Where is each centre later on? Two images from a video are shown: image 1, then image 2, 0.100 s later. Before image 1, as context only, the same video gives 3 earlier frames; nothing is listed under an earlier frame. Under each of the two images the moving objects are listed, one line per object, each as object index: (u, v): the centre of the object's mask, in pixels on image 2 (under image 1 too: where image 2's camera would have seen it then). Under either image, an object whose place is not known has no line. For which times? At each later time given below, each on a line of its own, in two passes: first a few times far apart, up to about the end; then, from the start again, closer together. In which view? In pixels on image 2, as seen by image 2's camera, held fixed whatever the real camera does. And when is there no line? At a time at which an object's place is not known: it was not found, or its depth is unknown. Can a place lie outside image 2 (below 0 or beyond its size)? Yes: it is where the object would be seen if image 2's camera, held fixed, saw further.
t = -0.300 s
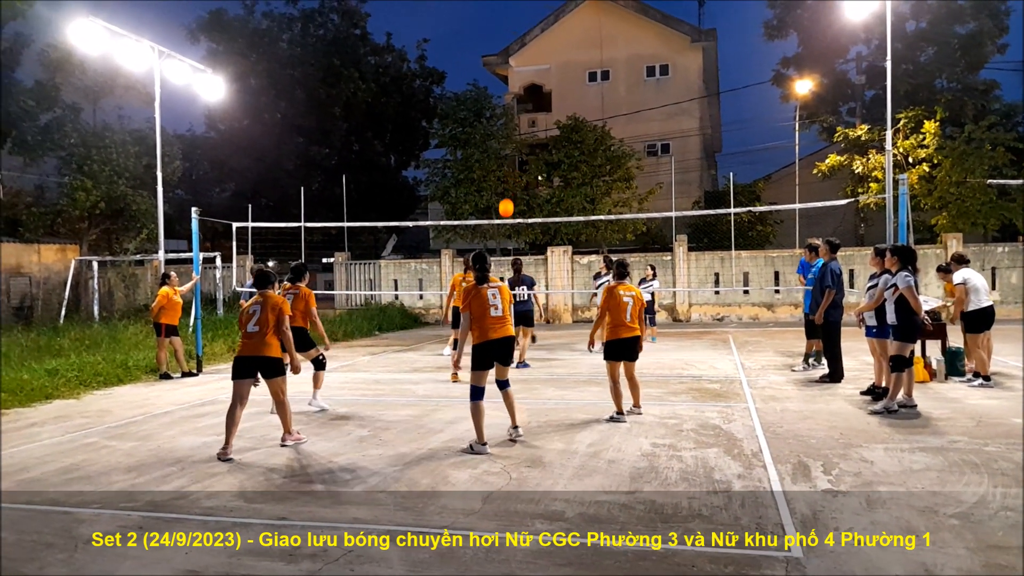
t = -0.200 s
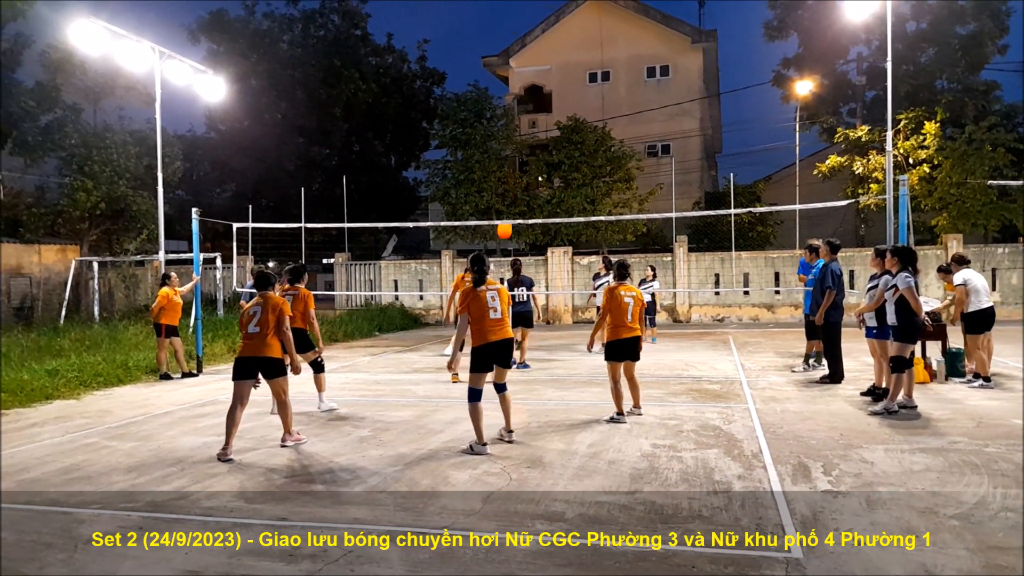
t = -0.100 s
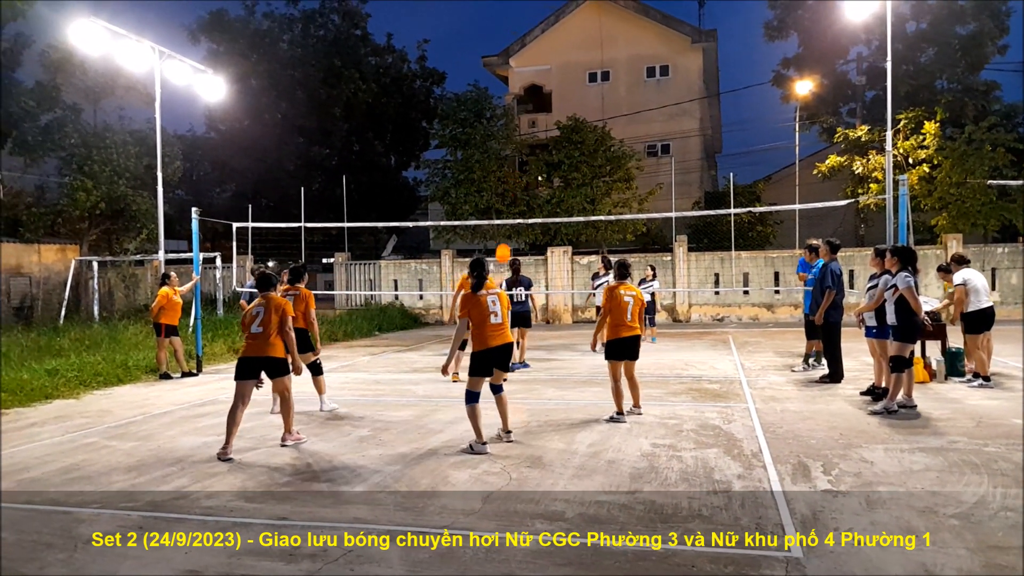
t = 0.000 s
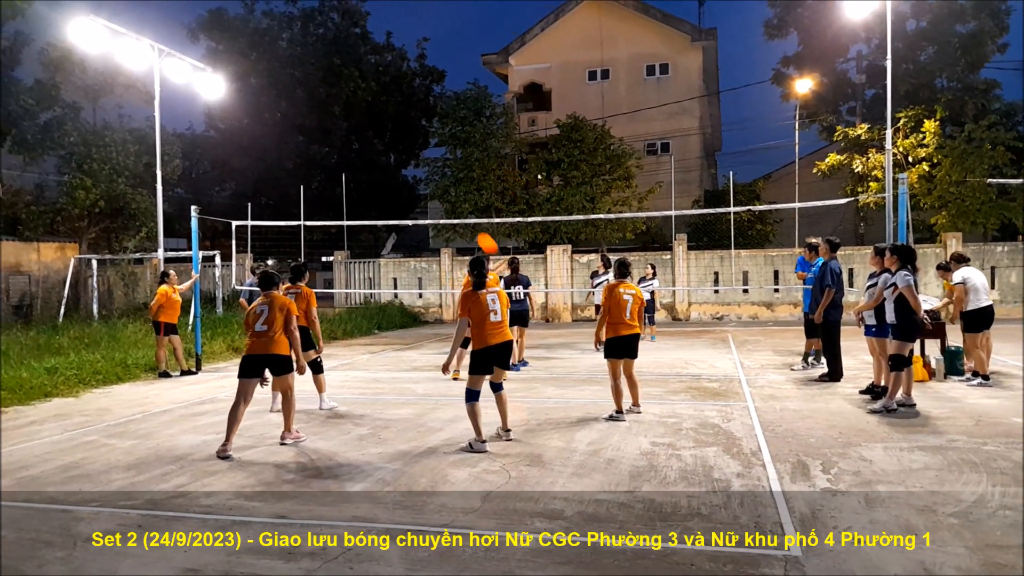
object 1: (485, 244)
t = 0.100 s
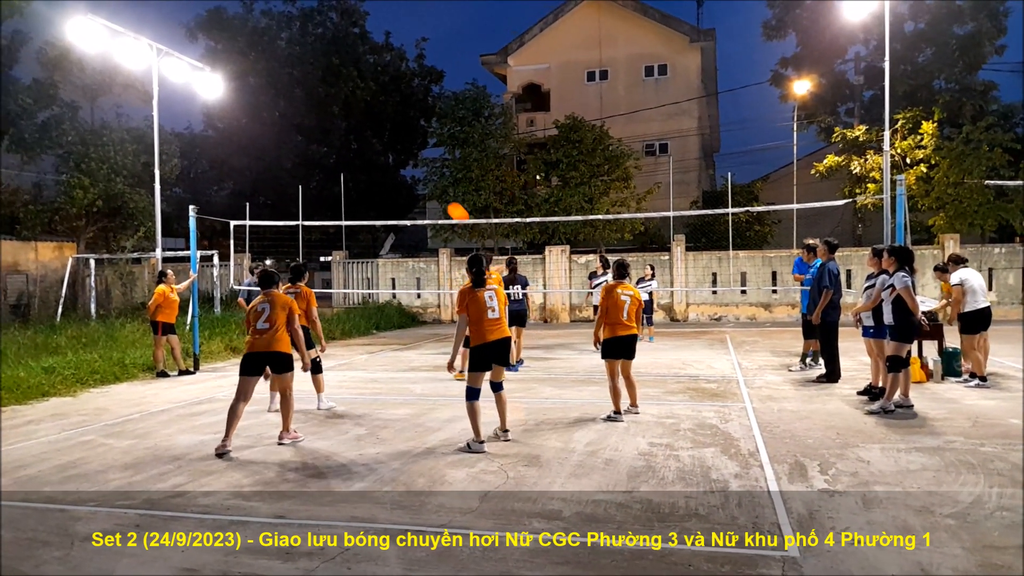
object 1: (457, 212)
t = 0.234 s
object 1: (420, 178)
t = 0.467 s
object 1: (352, 137)
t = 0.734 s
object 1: (269, 132)
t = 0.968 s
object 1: (193, 178)
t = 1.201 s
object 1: (116, 277)
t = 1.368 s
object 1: (65, 382)
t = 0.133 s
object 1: (449, 204)
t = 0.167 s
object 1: (440, 195)
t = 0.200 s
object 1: (430, 186)
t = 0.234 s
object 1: (420, 178)
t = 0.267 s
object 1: (411, 170)
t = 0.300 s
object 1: (401, 163)
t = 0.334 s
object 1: (391, 157)
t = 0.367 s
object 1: (382, 151)
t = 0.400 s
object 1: (372, 146)
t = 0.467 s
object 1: (352, 137)
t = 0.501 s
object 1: (342, 133)
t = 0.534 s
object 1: (332, 131)
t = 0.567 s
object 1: (321, 129)
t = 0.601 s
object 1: (311, 128)
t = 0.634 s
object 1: (301, 128)
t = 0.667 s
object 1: (290, 129)
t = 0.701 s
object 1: (280, 130)
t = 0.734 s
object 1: (269, 132)
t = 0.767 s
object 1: (258, 136)
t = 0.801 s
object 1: (247, 140)
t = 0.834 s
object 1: (236, 146)
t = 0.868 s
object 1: (225, 152)
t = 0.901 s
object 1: (214, 160)
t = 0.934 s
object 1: (204, 168)
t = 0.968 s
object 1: (193, 178)
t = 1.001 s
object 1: (182, 188)
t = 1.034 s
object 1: (172, 199)
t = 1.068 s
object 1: (160, 213)
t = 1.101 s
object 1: (148, 228)
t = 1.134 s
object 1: (137, 242)
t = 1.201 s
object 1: (116, 277)
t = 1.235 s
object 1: (107, 295)
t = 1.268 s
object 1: (96, 316)
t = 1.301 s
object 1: (85, 338)
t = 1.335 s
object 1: (74, 360)
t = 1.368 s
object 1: (65, 382)
